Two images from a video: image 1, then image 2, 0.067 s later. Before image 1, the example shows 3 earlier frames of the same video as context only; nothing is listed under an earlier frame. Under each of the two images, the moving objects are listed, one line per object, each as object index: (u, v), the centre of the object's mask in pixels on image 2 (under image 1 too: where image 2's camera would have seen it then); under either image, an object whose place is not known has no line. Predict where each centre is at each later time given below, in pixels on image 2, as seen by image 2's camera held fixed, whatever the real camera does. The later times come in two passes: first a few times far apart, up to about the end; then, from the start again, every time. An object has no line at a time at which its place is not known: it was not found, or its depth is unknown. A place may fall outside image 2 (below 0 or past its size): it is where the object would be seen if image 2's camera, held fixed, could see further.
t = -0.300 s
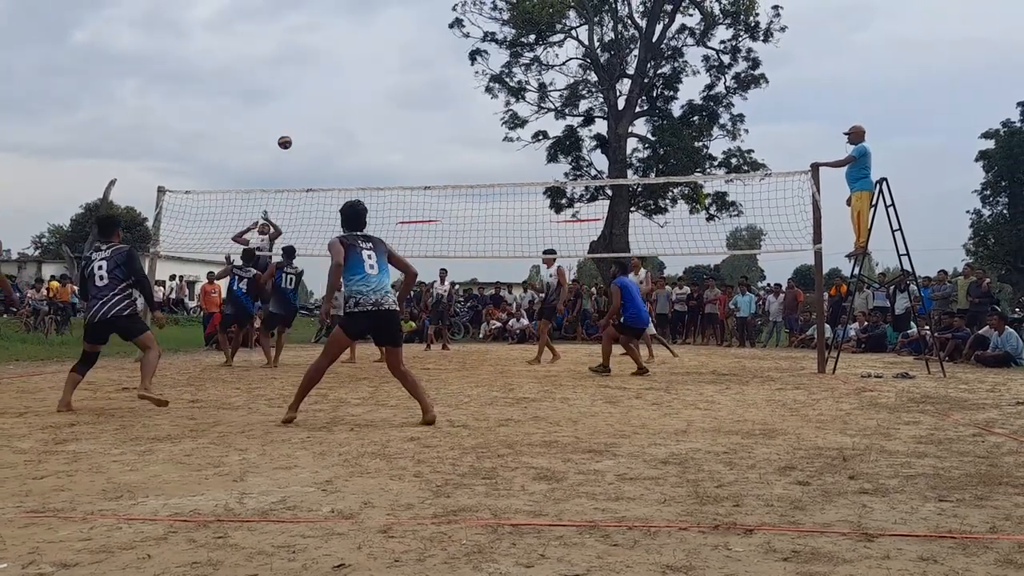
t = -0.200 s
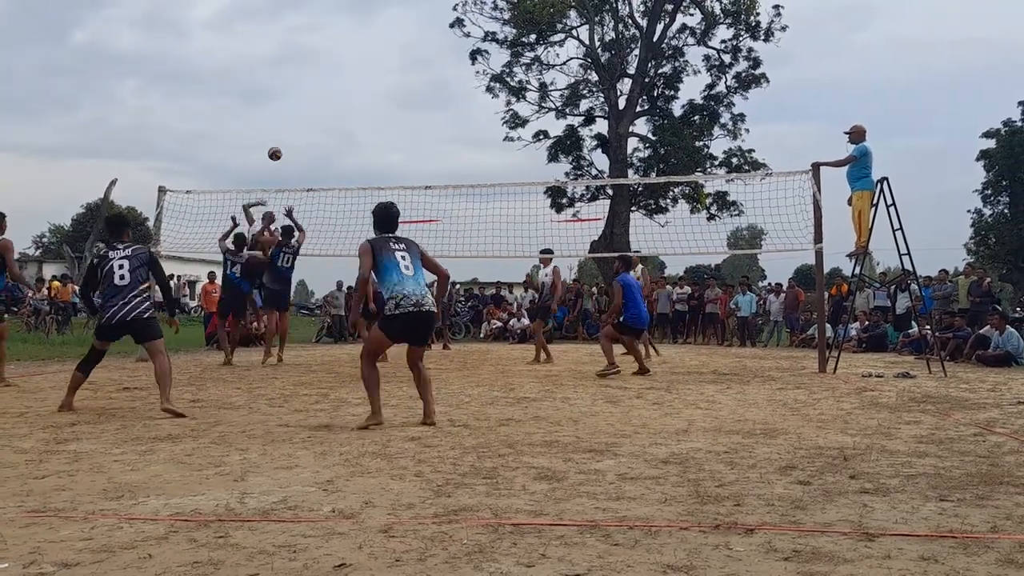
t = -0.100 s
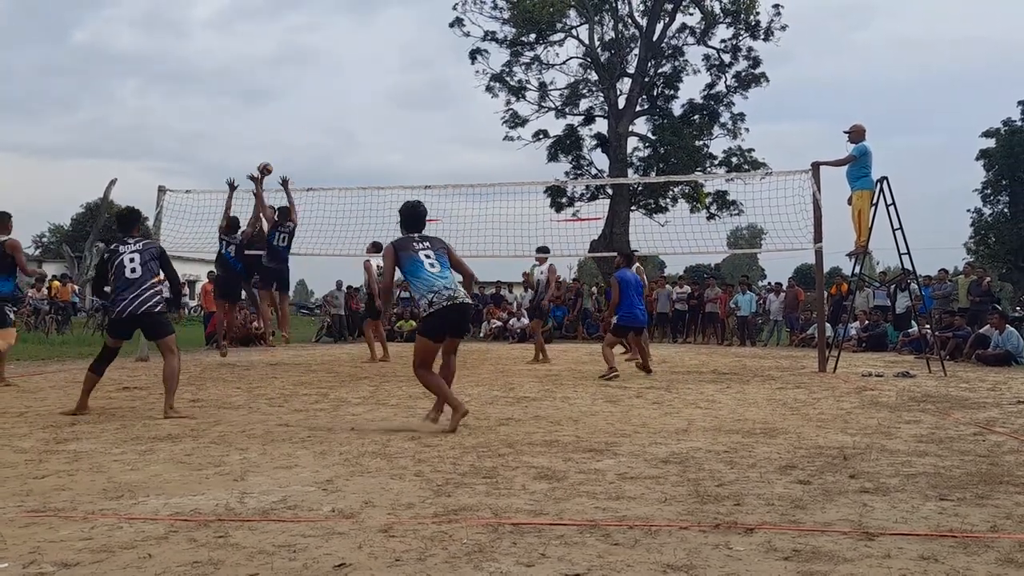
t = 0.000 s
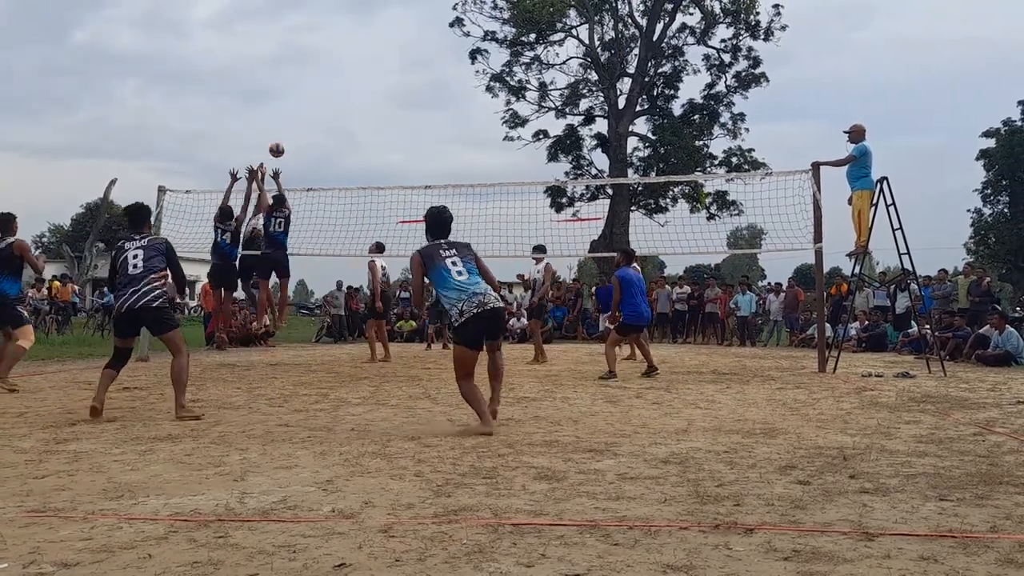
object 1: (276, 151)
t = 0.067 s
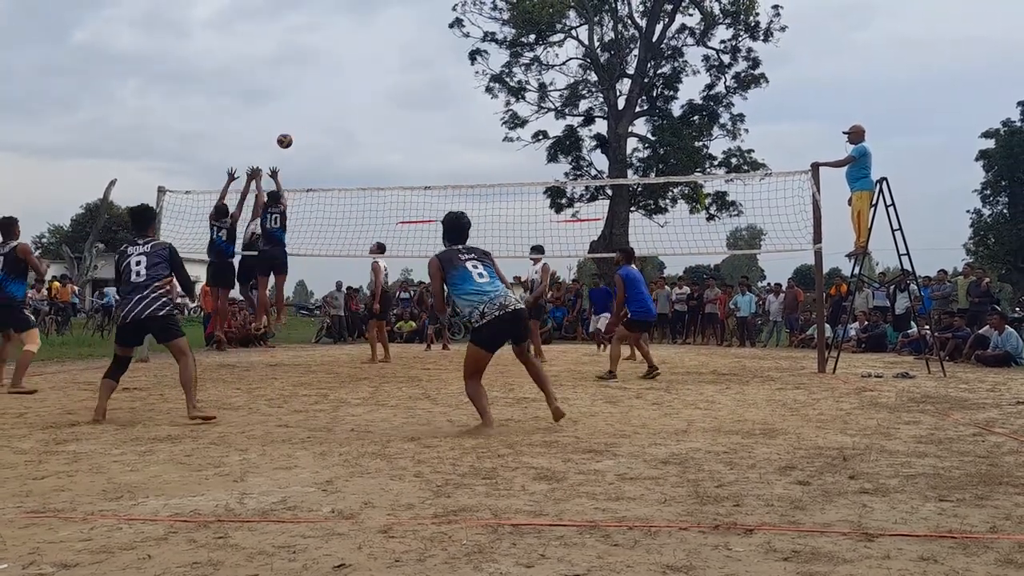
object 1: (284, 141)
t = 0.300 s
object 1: (320, 129)
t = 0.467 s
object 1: (352, 148)
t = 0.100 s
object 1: (289, 137)
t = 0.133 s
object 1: (293, 133)
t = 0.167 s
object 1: (298, 131)
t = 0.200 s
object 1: (303, 129)
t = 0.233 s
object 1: (309, 128)
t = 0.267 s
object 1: (314, 128)
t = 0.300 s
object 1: (320, 129)
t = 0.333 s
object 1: (326, 130)
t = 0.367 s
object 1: (332, 134)
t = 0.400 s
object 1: (338, 137)
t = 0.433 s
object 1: (345, 142)
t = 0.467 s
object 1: (352, 148)
